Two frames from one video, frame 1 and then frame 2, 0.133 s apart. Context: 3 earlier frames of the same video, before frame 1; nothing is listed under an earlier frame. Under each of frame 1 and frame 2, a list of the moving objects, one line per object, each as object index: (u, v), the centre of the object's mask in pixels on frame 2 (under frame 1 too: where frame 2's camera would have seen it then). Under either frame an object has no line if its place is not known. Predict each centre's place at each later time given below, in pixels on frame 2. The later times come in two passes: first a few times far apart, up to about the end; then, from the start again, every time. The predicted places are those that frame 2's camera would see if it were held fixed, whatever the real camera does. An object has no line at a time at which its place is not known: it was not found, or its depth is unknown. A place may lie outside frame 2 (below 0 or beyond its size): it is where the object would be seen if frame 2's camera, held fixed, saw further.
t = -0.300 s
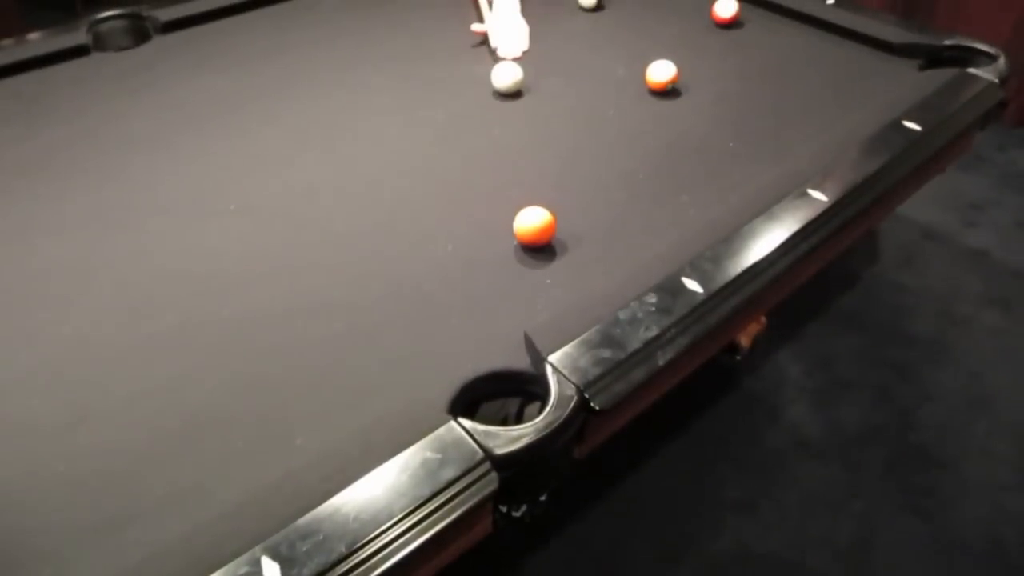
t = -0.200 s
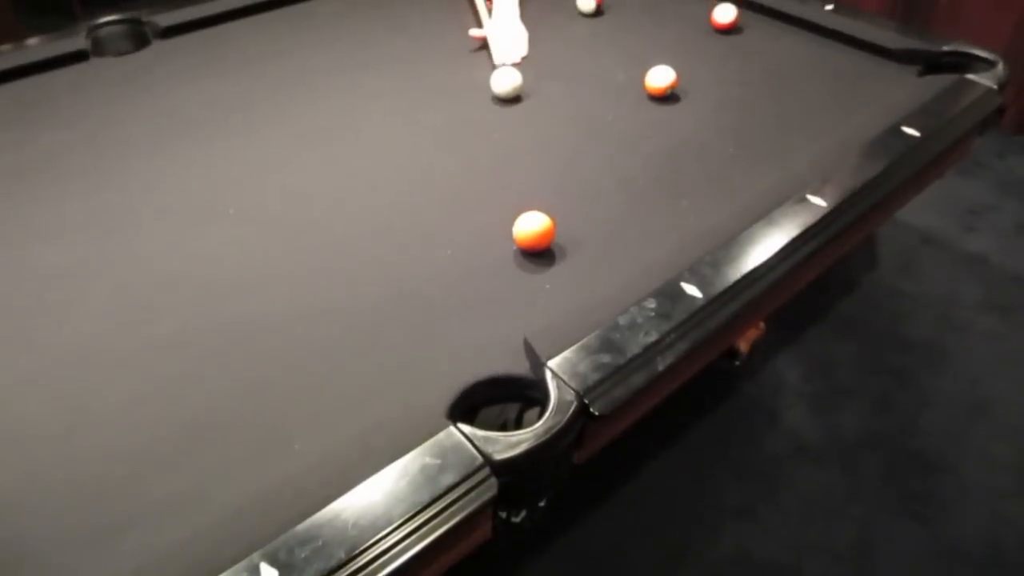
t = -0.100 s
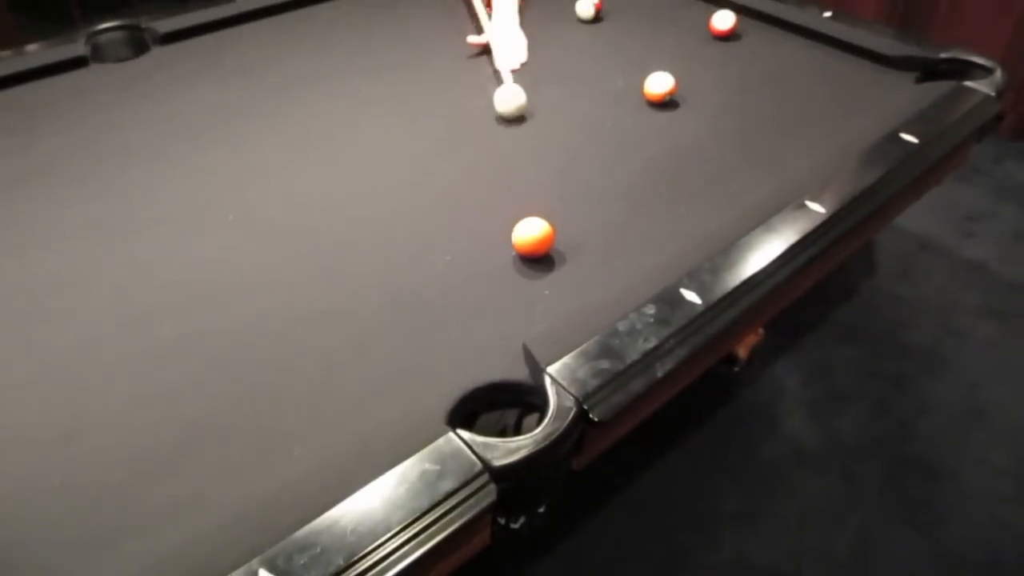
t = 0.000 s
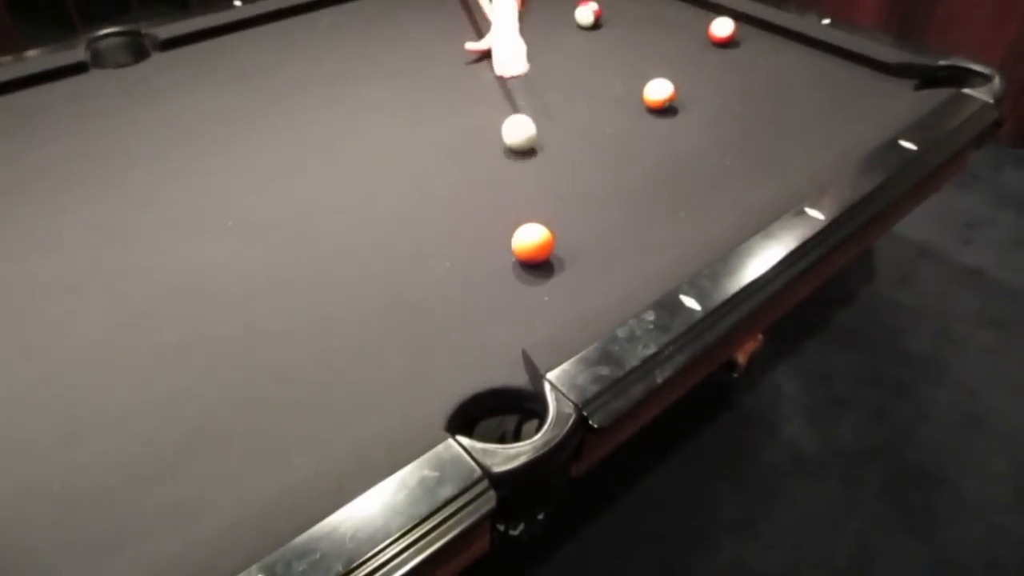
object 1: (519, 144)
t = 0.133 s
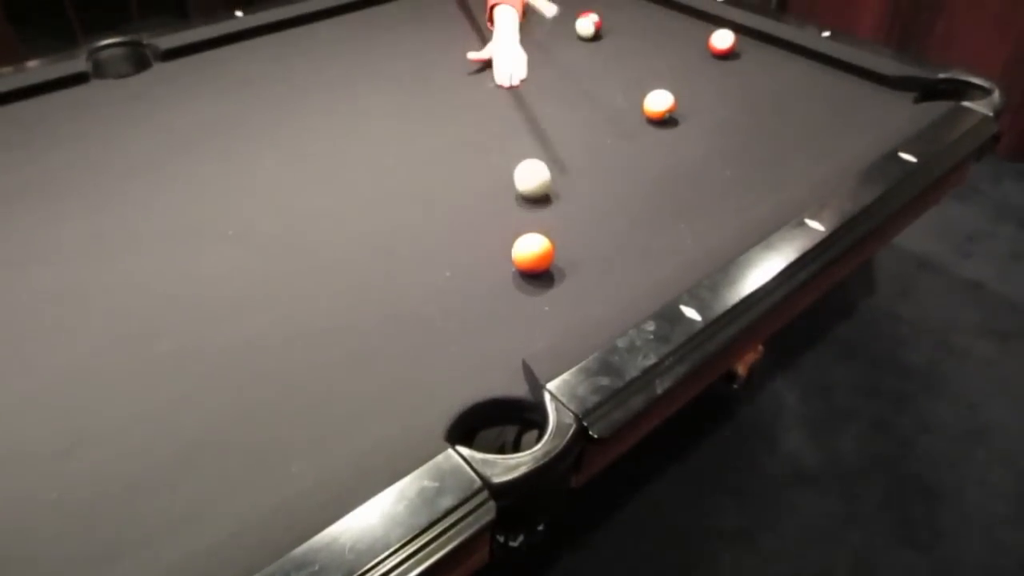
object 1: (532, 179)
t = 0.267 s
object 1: (547, 217)
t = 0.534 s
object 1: (614, 267)
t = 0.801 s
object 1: (597, 248)
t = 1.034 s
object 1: (573, 226)
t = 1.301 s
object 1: (548, 204)
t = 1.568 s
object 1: (529, 186)
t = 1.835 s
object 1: (513, 170)
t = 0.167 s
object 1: (536, 188)
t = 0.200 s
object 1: (539, 198)
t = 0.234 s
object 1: (543, 208)
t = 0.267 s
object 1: (547, 217)
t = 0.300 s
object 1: (553, 226)
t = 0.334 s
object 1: (560, 235)
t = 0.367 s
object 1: (569, 240)
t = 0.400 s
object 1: (578, 245)
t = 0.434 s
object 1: (587, 251)
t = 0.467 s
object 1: (596, 256)
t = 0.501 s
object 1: (605, 261)
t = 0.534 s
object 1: (614, 267)
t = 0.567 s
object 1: (622, 271)
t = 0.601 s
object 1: (622, 270)
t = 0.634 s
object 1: (617, 267)
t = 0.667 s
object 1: (613, 263)
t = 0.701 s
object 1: (609, 259)
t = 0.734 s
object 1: (605, 256)
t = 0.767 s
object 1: (601, 252)
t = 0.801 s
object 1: (597, 248)
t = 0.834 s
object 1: (594, 245)
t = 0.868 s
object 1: (590, 242)
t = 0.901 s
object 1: (587, 239)
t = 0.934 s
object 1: (583, 235)
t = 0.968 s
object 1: (580, 232)
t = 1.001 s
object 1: (576, 229)
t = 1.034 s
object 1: (573, 226)
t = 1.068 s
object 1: (570, 224)
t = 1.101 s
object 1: (566, 220)
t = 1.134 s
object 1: (563, 218)
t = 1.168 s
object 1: (560, 215)
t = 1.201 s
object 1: (557, 212)
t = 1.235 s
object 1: (554, 210)
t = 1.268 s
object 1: (552, 207)
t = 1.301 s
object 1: (548, 204)
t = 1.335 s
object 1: (546, 202)
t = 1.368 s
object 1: (543, 200)
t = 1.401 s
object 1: (541, 197)
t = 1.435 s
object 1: (538, 195)
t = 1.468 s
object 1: (535, 192)
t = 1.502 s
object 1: (533, 190)
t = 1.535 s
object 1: (531, 188)
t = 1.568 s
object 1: (529, 186)
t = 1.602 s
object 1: (527, 183)
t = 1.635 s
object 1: (525, 182)
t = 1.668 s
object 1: (523, 180)
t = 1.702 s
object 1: (521, 177)
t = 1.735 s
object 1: (519, 175)
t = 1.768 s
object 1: (517, 173)
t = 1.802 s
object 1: (515, 171)
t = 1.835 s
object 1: (513, 170)
